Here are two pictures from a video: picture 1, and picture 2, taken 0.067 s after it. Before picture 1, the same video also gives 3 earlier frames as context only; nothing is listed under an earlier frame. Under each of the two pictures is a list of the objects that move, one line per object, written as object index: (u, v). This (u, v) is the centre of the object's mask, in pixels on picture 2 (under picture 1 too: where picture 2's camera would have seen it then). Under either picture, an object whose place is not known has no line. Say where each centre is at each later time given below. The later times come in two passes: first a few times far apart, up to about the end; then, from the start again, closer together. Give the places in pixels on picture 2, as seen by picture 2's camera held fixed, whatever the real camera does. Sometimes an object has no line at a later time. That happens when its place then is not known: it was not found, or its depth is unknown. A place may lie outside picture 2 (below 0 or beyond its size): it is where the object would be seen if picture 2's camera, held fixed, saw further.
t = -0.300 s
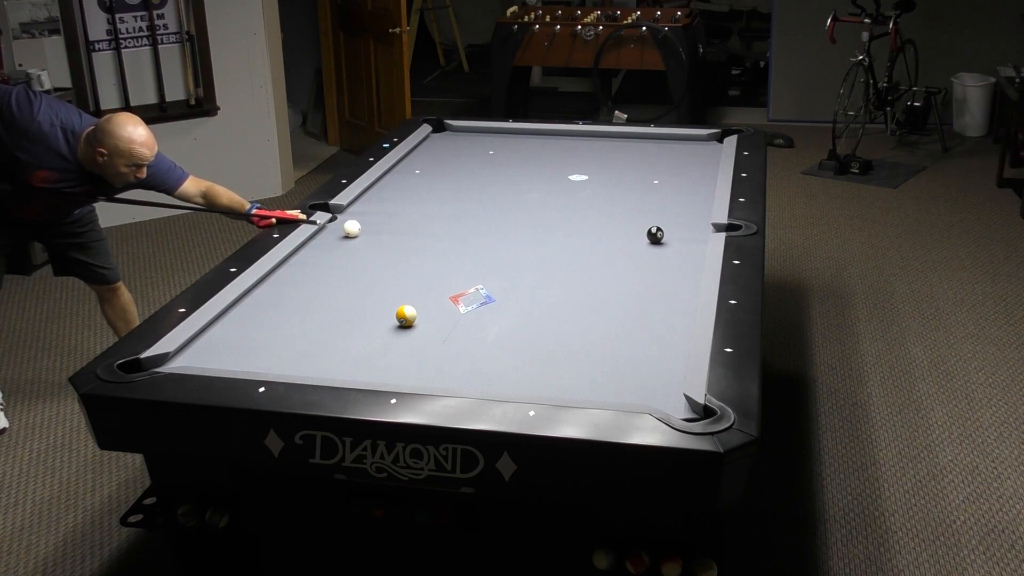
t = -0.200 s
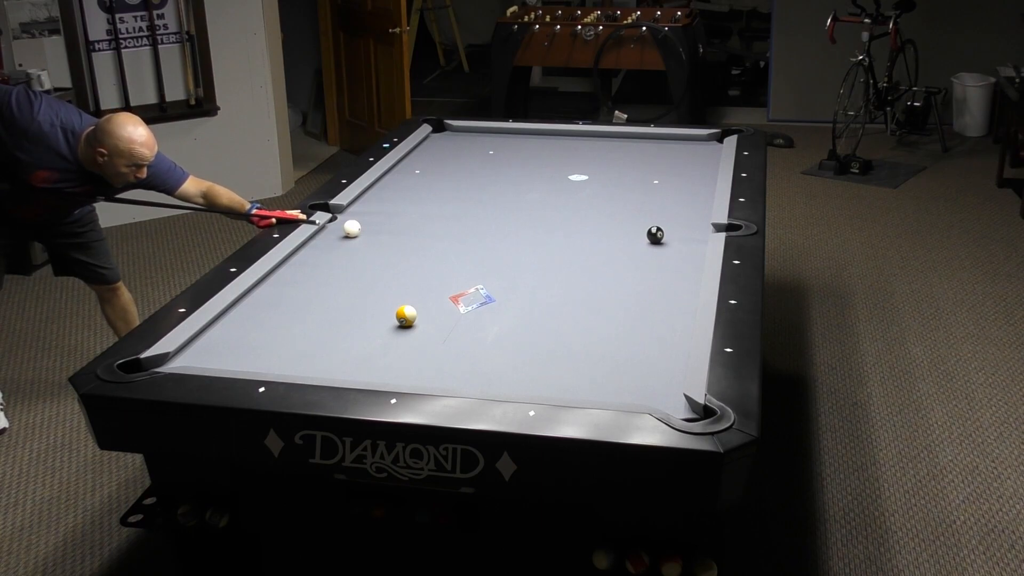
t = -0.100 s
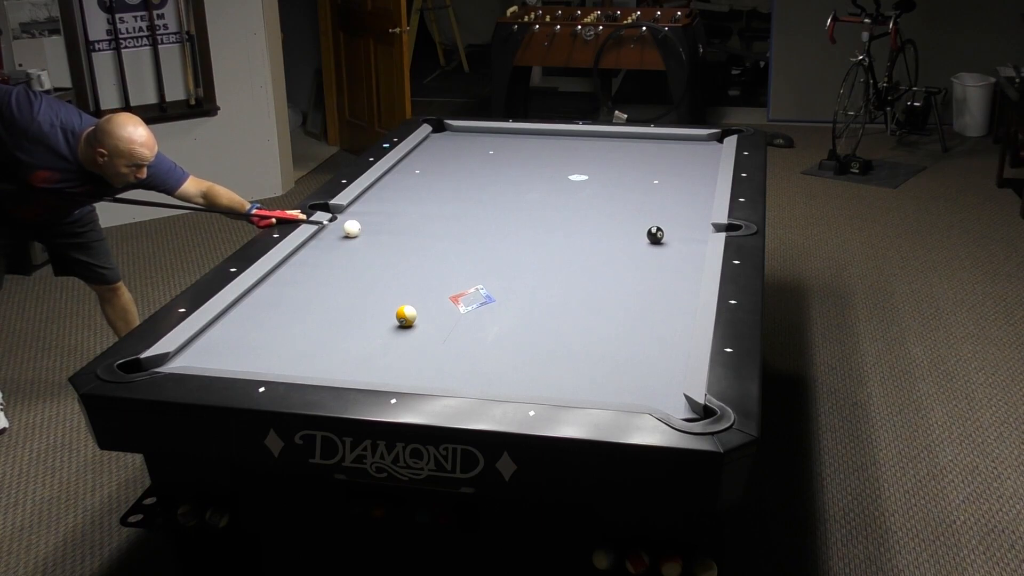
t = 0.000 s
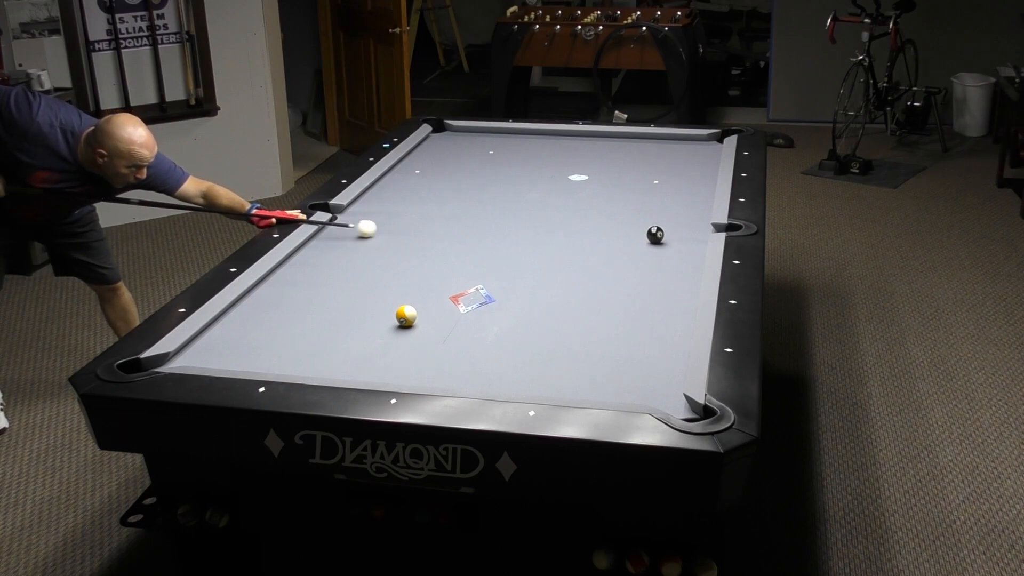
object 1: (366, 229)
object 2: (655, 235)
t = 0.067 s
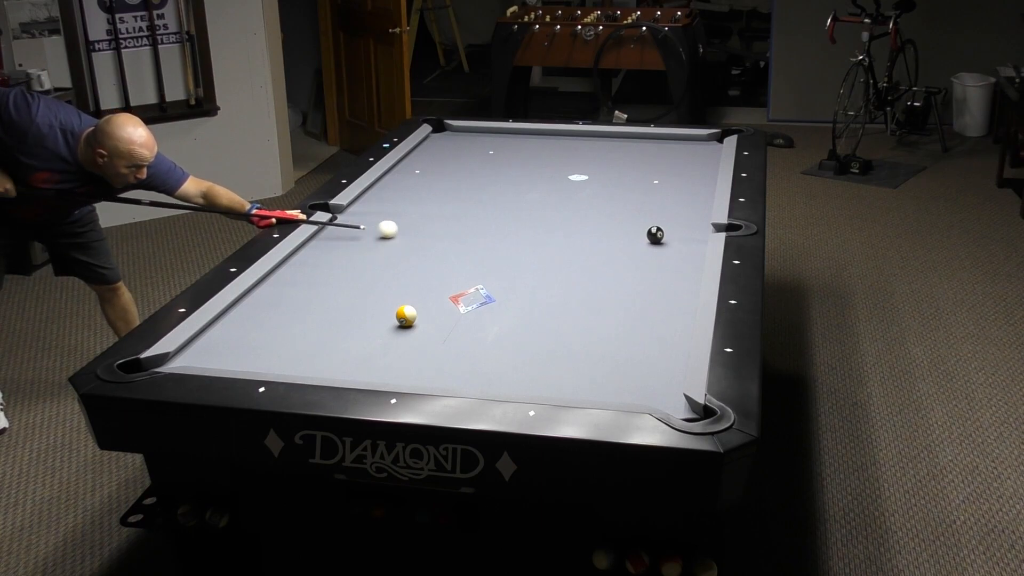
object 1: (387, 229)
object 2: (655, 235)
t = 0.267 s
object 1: (451, 231)
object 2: (655, 235)
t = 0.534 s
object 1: (535, 233)
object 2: (655, 235)
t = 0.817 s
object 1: (624, 235)
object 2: (655, 235)
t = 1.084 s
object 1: (652, 240)
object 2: (705, 231)
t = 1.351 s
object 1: (674, 244)
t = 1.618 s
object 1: (696, 249)
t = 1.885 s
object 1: (687, 252)
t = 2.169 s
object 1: (675, 255)
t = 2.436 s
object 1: (665, 257)
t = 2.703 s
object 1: (657, 259)
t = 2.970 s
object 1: (649, 260)
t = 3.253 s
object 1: (643, 262)
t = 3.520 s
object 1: (639, 262)
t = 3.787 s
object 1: (636, 263)
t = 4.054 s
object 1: (634, 263)
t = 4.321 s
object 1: (634, 263)
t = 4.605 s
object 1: (634, 263)
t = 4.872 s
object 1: (634, 263)
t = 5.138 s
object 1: (634, 263)
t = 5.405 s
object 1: (634, 263)
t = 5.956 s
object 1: (634, 263)
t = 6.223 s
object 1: (634, 263)
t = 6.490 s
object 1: (634, 263)
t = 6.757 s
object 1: (634, 263)
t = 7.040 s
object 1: (634, 263)
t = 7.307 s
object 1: (634, 263)
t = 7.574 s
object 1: (634, 263)
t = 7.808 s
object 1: (634, 263)
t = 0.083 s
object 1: (393, 229)
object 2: (655, 235)
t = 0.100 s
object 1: (398, 229)
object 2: (655, 235)
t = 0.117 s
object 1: (403, 230)
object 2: (655, 235)
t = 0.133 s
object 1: (409, 230)
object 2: (655, 235)
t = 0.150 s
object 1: (414, 230)
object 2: (655, 235)
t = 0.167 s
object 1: (419, 230)
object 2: (655, 234)
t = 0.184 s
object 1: (424, 230)
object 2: (655, 235)
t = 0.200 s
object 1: (429, 230)
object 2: (655, 235)
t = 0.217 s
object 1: (435, 231)
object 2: (655, 235)
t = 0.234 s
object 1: (440, 231)
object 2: (655, 235)
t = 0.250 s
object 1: (446, 231)
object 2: (655, 235)
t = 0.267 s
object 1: (451, 231)
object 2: (655, 235)
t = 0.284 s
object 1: (456, 231)
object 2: (655, 235)
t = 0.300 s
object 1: (461, 231)
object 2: (655, 235)
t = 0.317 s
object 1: (467, 231)
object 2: (655, 235)
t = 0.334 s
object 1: (472, 232)
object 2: (655, 235)
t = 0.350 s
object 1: (477, 232)
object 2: (655, 235)
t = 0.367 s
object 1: (482, 232)
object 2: (655, 234)
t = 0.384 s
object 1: (488, 232)
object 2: (655, 235)
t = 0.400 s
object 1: (493, 232)
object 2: (655, 235)
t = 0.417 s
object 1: (498, 232)
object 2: (655, 235)
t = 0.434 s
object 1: (503, 232)
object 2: (655, 235)
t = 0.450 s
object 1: (509, 232)
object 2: (655, 235)
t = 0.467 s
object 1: (514, 233)
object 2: (655, 235)
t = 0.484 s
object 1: (519, 233)
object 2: (655, 235)
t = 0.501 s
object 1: (524, 233)
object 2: (655, 235)
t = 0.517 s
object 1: (530, 233)
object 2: (655, 234)
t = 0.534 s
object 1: (535, 233)
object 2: (655, 235)
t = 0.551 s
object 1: (540, 233)
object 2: (655, 234)
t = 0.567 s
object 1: (545, 233)
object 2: (655, 235)
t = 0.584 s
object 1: (550, 233)
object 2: (655, 235)
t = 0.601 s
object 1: (556, 233)
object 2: (655, 235)
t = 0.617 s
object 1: (561, 234)
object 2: (655, 235)
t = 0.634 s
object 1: (566, 234)
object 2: (655, 235)
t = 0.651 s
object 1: (572, 234)
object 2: (655, 234)
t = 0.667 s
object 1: (577, 234)
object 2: (655, 235)
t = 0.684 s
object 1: (582, 234)
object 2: (655, 235)
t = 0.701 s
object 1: (587, 234)
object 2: (655, 235)
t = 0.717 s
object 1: (593, 234)
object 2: (655, 235)
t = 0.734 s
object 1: (598, 235)
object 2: (655, 235)
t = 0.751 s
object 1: (603, 235)
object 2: (655, 235)
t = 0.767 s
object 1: (608, 235)
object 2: (655, 235)
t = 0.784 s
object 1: (613, 235)
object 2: (655, 235)
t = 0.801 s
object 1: (619, 235)
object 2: (655, 235)
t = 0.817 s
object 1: (624, 235)
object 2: (655, 235)
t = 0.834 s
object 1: (629, 235)
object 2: (655, 235)
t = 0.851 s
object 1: (634, 236)
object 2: (655, 235)
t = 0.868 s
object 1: (638, 236)
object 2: (657, 234)
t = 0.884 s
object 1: (638, 236)
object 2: (662, 234)
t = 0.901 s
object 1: (638, 236)
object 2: (666, 234)
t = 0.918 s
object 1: (639, 237)
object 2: (670, 234)
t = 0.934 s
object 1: (640, 237)
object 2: (674, 233)
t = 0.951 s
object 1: (641, 237)
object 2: (679, 233)
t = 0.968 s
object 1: (642, 238)
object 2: (683, 233)
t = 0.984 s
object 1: (643, 238)
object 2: (686, 233)
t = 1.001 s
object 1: (644, 238)
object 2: (690, 233)
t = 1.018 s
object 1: (645, 239)
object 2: (693, 233)
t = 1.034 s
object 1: (647, 239)
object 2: (697, 232)
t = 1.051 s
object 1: (649, 239)
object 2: (700, 232)
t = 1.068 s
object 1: (650, 240)
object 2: (703, 232)
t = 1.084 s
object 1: (652, 240)
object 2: (705, 231)
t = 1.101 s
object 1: (653, 240)
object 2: (708, 230)
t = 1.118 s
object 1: (654, 241)
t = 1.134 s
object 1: (656, 241)
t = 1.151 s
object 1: (657, 241)
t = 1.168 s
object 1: (659, 242)
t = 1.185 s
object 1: (660, 242)
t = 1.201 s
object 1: (662, 242)
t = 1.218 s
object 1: (663, 242)
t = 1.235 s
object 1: (664, 242)
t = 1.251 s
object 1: (666, 243)
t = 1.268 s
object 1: (667, 243)
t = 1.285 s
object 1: (669, 243)
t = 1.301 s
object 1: (670, 244)
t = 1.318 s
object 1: (671, 244)
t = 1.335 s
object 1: (673, 244)
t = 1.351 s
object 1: (674, 244)
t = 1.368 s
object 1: (675, 245)
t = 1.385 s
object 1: (677, 245)
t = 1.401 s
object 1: (678, 245)
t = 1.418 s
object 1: (680, 246)
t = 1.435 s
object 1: (681, 246)
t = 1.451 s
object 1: (682, 246)
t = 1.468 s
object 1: (684, 246)
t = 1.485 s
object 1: (685, 247)
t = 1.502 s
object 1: (686, 247)
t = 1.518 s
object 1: (688, 247)
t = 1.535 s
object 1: (689, 248)
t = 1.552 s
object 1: (690, 248)
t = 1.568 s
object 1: (691, 248)
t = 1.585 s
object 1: (693, 248)
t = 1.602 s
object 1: (694, 249)
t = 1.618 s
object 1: (696, 249)
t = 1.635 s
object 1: (697, 249)
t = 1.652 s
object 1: (697, 249)
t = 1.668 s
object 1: (697, 250)
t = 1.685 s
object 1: (696, 250)
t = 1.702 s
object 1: (695, 250)
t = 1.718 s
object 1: (694, 250)
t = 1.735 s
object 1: (693, 250)
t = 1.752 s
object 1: (692, 250)
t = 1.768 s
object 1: (692, 251)
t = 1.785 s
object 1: (691, 251)
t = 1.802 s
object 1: (690, 251)
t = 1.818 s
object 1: (689, 251)
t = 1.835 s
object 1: (689, 251)
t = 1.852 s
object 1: (688, 252)
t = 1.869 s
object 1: (687, 252)
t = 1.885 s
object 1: (687, 252)
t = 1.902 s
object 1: (686, 252)
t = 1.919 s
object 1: (685, 252)
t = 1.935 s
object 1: (684, 252)
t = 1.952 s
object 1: (684, 253)
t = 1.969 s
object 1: (683, 253)
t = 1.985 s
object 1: (682, 253)
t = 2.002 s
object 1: (682, 253)
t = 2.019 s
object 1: (681, 253)
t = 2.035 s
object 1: (680, 254)
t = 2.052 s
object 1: (680, 254)
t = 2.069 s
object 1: (679, 254)
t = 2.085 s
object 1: (678, 254)
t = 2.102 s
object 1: (678, 254)
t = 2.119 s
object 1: (677, 254)
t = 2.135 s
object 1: (676, 254)
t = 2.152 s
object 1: (676, 255)
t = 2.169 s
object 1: (675, 255)
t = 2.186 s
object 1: (674, 255)
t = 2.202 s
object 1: (674, 255)
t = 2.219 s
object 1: (673, 255)
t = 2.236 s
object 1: (672, 255)
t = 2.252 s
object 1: (672, 255)
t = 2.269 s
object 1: (671, 256)
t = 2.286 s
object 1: (671, 256)
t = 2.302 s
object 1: (670, 256)
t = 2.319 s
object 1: (669, 256)
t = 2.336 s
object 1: (669, 256)
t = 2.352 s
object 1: (668, 256)
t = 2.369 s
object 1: (667, 256)
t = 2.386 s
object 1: (667, 257)
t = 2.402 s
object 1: (666, 257)
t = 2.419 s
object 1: (666, 257)
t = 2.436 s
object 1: (665, 257)
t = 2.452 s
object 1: (665, 257)
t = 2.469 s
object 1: (664, 257)
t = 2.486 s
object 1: (664, 258)
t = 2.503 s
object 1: (663, 258)
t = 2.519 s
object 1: (662, 258)
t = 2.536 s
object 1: (662, 258)
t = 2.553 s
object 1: (661, 258)
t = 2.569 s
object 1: (661, 258)
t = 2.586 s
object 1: (660, 258)
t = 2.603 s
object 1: (660, 258)
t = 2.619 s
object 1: (659, 258)
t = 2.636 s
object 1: (659, 259)
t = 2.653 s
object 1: (658, 259)
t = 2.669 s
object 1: (658, 259)
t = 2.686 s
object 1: (657, 259)
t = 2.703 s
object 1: (657, 259)
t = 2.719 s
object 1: (656, 259)
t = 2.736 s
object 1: (656, 259)
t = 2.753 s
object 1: (655, 259)
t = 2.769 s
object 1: (655, 259)
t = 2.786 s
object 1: (654, 259)
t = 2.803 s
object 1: (654, 260)
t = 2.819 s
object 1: (653, 260)
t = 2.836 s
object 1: (653, 260)
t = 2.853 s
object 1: (652, 260)
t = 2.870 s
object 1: (652, 260)
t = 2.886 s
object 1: (651, 260)
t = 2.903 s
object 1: (651, 260)
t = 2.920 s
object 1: (651, 260)
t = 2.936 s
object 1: (650, 260)
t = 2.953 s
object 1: (650, 260)
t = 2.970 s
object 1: (649, 260)
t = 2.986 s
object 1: (649, 260)
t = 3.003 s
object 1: (649, 261)
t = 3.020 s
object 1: (648, 261)
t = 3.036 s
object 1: (648, 261)
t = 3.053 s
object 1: (647, 261)
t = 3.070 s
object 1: (647, 261)
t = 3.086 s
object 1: (647, 261)
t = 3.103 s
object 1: (646, 261)
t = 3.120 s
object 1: (646, 261)
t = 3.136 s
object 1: (646, 261)
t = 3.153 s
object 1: (645, 261)
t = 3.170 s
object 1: (645, 261)
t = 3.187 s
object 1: (645, 261)
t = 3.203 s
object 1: (644, 262)
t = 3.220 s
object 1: (644, 262)
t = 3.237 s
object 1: (644, 262)
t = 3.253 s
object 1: (643, 262)
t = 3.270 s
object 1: (643, 262)
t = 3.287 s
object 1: (643, 262)
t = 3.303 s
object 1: (642, 262)
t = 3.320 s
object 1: (642, 262)
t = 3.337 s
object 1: (642, 262)
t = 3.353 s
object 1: (642, 262)
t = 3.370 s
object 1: (641, 262)
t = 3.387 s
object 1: (641, 262)
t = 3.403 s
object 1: (641, 262)
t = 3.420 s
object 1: (640, 262)
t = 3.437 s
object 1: (640, 262)
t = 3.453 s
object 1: (640, 262)
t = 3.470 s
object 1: (640, 262)
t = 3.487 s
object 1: (640, 262)
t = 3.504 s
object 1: (639, 262)
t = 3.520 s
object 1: (639, 262)
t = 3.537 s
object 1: (639, 262)
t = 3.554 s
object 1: (639, 262)
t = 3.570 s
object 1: (638, 263)
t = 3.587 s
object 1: (638, 263)
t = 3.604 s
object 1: (638, 263)
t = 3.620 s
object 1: (638, 263)
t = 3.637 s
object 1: (637, 263)
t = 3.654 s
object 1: (637, 263)
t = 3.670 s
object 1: (637, 263)
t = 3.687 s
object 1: (637, 263)
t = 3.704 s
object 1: (637, 263)
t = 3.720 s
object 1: (637, 263)
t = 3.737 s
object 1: (636, 263)
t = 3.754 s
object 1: (636, 263)
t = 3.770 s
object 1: (636, 263)
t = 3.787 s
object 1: (636, 263)
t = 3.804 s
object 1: (636, 263)
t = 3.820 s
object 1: (636, 263)
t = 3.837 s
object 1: (635, 263)
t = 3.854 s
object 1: (635, 263)
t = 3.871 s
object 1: (635, 263)
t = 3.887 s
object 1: (635, 263)
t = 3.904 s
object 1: (635, 263)
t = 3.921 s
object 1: (635, 263)
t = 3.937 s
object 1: (635, 263)
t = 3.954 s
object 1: (635, 263)
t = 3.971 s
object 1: (635, 263)
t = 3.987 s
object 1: (634, 263)
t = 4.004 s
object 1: (634, 263)
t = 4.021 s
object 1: (634, 263)
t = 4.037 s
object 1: (634, 263)
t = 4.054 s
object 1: (634, 263)
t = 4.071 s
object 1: (634, 263)
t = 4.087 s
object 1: (634, 263)
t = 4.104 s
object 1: (634, 263)
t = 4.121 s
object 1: (634, 263)
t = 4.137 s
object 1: (634, 263)
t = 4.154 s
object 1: (634, 263)
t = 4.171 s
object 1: (634, 263)
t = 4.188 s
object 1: (634, 263)
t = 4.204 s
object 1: (634, 263)
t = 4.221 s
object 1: (634, 263)
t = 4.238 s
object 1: (634, 263)
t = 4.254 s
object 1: (634, 263)
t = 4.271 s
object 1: (634, 263)
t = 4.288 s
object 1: (634, 263)
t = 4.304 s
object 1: (634, 263)
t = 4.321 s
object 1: (634, 263)
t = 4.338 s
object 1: (634, 263)
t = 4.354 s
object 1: (634, 263)
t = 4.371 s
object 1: (634, 263)
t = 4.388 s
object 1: (634, 263)
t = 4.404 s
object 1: (634, 263)
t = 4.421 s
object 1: (634, 263)
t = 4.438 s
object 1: (634, 263)
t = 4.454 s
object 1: (634, 263)
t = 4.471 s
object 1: (634, 263)
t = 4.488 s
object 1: (634, 263)
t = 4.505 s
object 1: (634, 263)
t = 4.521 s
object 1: (634, 263)
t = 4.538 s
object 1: (634, 263)
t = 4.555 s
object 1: (634, 263)
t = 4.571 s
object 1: (634, 263)
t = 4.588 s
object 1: (634, 263)
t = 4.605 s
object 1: (634, 263)
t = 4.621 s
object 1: (634, 263)
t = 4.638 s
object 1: (634, 263)
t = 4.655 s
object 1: (634, 263)
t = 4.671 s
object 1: (634, 263)
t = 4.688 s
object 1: (634, 263)
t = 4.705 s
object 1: (634, 263)
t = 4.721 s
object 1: (634, 263)
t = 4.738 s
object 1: (634, 263)
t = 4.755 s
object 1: (634, 263)
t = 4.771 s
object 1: (634, 263)
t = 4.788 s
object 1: (634, 263)
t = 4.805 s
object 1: (634, 263)
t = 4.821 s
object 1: (634, 263)
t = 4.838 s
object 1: (634, 263)
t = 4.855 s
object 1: (634, 263)
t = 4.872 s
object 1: (634, 263)
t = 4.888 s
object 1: (634, 263)
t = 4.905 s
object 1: (634, 263)
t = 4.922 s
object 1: (634, 263)
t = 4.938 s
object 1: (634, 263)
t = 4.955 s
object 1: (634, 263)
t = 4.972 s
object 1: (634, 263)
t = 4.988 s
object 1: (634, 263)
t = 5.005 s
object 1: (634, 263)
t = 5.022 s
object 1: (634, 263)
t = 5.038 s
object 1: (634, 263)
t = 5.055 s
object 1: (634, 263)
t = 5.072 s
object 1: (634, 263)
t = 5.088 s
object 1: (634, 263)
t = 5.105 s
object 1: (634, 263)
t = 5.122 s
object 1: (634, 263)
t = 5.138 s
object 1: (634, 263)
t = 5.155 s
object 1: (634, 263)
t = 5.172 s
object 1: (634, 263)
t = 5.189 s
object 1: (634, 263)
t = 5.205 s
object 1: (634, 263)
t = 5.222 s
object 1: (634, 263)
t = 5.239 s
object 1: (634, 263)
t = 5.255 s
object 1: (634, 263)
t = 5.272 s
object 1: (634, 263)
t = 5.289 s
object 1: (634, 263)
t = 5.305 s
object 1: (634, 263)
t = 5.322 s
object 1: (634, 263)
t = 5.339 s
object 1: (634, 263)
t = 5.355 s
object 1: (634, 263)
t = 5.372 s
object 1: (634, 263)
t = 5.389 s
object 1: (634, 263)
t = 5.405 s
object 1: (634, 263)
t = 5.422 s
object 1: (634, 263)
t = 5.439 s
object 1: (634, 263)
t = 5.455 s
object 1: (634, 263)
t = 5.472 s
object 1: (634, 263)
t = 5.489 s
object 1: (635, 263)
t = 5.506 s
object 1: (640, 262)
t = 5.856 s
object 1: (629, 261)
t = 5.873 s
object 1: (632, 262)
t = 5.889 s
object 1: (634, 263)
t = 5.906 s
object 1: (634, 262)
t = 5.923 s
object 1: (634, 262)
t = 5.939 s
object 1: (634, 263)
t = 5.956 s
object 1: (634, 263)
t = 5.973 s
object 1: (634, 263)
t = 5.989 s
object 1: (634, 262)
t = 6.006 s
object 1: (634, 263)
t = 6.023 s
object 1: (634, 262)
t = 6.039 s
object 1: (634, 263)
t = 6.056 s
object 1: (634, 263)
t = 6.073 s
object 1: (634, 263)
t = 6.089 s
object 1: (634, 263)
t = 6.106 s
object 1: (634, 263)
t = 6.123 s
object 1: (634, 263)
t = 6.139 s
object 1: (634, 263)
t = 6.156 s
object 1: (634, 263)
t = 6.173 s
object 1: (634, 263)
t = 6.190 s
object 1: (634, 263)
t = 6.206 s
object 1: (634, 263)
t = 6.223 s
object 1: (634, 263)
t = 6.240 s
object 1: (634, 263)
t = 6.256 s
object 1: (634, 263)
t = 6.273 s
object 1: (634, 263)
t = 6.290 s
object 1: (634, 263)
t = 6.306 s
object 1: (634, 263)
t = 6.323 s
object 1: (634, 263)
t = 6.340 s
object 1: (634, 263)
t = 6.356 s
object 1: (634, 263)
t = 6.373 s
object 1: (634, 263)
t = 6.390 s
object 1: (634, 263)
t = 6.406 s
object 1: (634, 263)
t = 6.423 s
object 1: (634, 263)
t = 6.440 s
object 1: (634, 263)
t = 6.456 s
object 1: (634, 263)
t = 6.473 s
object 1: (634, 263)
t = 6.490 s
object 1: (634, 263)
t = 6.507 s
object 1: (634, 263)
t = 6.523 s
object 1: (634, 263)
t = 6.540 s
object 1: (634, 263)
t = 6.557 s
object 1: (634, 263)
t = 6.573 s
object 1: (634, 263)
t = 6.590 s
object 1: (634, 263)
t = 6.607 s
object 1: (634, 263)
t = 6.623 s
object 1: (634, 263)
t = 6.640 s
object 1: (634, 263)
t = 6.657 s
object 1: (634, 263)
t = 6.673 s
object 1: (634, 263)
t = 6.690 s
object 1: (634, 263)
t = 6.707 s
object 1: (634, 263)
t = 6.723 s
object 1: (634, 263)
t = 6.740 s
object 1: (634, 263)
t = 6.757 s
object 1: (634, 263)
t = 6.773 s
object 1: (634, 263)
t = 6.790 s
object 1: (634, 263)
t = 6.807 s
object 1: (634, 263)
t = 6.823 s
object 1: (634, 263)
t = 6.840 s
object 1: (634, 263)
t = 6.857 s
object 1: (634, 263)
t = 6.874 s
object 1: (634, 263)
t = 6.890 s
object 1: (634, 263)
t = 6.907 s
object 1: (634, 263)
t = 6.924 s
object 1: (634, 263)
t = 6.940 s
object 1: (634, 263)
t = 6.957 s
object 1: (634, 263)
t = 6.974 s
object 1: (634, 263)
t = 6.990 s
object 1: (634, 263)
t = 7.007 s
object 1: (634, 263)
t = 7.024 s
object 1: (634, 263)
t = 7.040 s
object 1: (634, 263)
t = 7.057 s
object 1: (634, 263)
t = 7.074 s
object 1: (634, 263)
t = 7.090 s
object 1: (634, 263)
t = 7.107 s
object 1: (634, 263)
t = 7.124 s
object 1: (634, 263)
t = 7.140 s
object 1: (634, 263)
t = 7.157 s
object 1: (634, 263)
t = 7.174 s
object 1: (634, 263)
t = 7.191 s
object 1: (634, 263)
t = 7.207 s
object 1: (634, 263)
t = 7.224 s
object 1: (634, 263)
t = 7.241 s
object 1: (634, 263)
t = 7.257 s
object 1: (634, 263)
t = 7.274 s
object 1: (634, 263)
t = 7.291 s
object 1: (634, 263)
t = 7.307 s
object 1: (634, 263)
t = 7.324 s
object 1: (634, 263)
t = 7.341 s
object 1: (634, 263)
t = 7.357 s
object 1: (634, 263)
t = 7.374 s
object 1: (634, 263)
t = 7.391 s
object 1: (634, 263)
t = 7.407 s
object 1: (634, 263)
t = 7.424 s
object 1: (634, 263)
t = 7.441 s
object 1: (634, 263)
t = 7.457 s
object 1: (634, 263)
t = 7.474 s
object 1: (634, 263)
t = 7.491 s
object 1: (634, 263)
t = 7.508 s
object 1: (634, 263)
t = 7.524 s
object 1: (634, 263)
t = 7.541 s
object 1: (634, 263)
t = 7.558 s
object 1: (634, 263)
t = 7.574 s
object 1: (634, 263)
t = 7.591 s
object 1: (634, 263)
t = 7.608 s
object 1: (634, 263)
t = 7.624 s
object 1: (634, 263)
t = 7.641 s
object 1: (634, 263)
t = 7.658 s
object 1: (634, 263)
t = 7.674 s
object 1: (634, 263)
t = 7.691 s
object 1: (634, 263)
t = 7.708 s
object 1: (634, 263)
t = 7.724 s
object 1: (634, 263)
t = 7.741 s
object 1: (634, 263)
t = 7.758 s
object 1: (634, 263)
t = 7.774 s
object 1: (634, 263)
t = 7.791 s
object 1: (634, 263)
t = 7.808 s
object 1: (634, 263)
